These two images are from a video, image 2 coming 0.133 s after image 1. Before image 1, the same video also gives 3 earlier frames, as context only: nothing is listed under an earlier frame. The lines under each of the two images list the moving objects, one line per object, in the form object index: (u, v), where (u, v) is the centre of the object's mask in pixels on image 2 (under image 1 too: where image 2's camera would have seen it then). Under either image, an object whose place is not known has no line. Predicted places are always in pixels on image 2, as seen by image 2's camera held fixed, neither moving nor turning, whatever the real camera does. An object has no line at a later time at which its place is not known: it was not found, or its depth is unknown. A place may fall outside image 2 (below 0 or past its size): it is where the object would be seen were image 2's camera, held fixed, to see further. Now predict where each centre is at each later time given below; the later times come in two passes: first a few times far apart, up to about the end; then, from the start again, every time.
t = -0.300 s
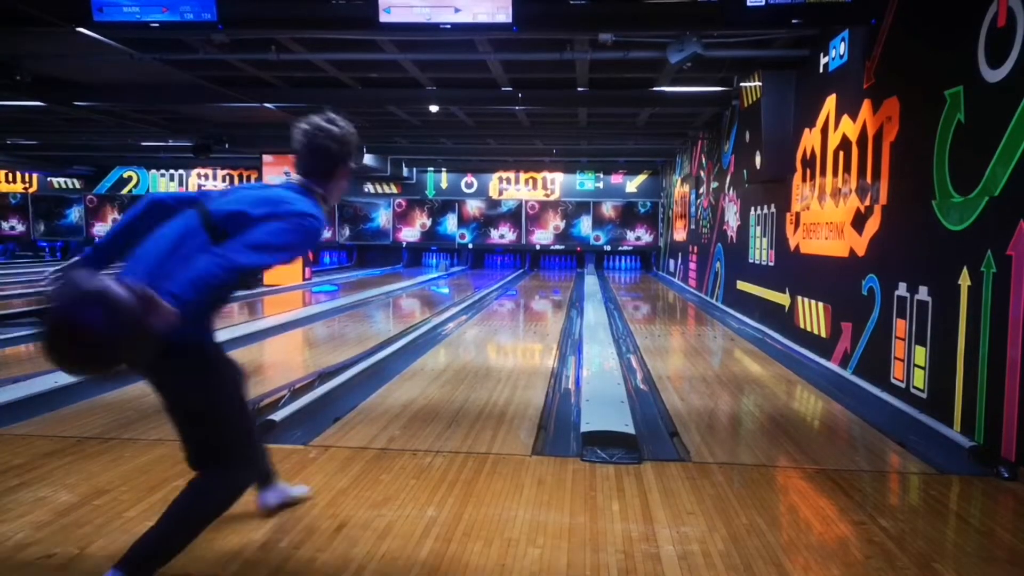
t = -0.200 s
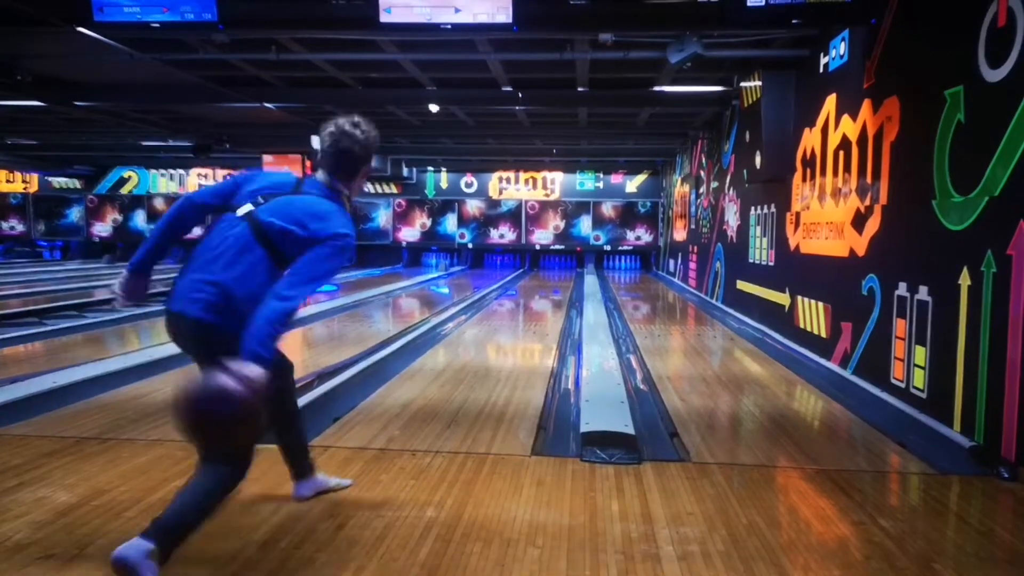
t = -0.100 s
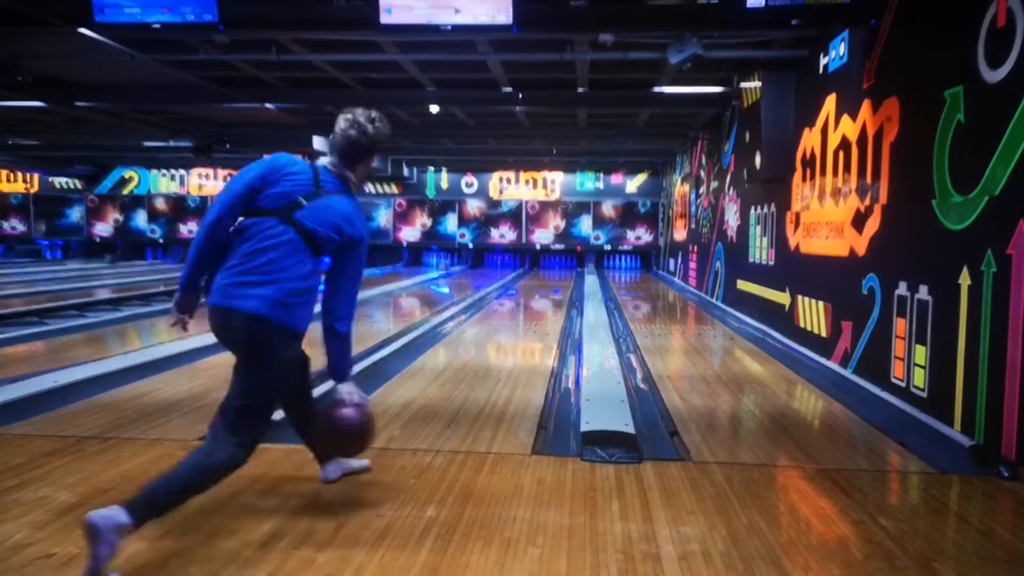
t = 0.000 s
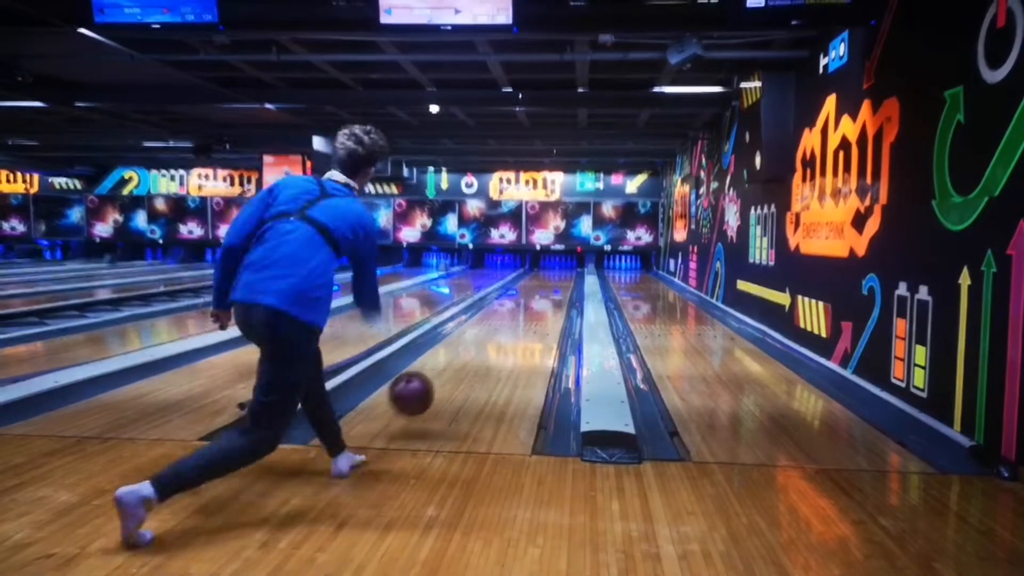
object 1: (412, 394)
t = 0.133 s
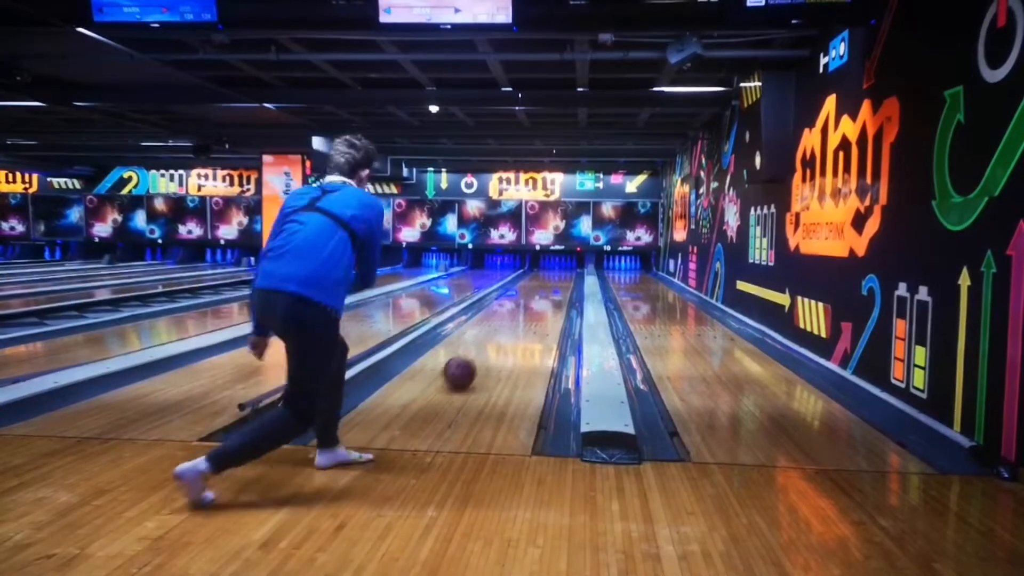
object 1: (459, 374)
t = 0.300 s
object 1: (494, 340)
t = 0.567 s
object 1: (523, 312)
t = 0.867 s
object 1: (541, 294)
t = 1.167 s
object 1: (551, 284)
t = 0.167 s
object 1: (468, 366)
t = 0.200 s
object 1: (475, 358)
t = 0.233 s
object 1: (482, 352)
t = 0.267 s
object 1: (488, 346)
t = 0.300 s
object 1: (494, 340)
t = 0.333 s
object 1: (499, 335)
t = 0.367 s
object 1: (503, 330)
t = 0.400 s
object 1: (507, 327)
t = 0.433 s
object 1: (511, 324)
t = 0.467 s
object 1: (514, 320)
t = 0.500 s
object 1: (518, 317)
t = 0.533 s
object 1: (520, 315)
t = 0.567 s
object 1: (523, 312)
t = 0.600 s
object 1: (526, 309)
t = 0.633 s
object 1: (528, 307)
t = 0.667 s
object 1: (530, 305)
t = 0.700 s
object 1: (533, 303)
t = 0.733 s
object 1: (534, 301)
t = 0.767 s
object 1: (536, 299)
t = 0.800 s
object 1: (538, 297)
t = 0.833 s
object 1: (540, 296)
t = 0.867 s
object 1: (541, 294)
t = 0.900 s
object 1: (543, 293)
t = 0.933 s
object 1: (544, 292)
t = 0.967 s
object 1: (545, 290)
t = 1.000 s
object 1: (547, 289)
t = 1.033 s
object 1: (548, 288)
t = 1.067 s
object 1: (548, 287)
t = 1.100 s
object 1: (549, 286)
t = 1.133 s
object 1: (550, 285)
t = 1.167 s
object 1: (551, 284)
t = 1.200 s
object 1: (552, 283)
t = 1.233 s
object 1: (553, 282)
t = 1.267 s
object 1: (554, 281)
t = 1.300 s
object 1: (554, 280)
